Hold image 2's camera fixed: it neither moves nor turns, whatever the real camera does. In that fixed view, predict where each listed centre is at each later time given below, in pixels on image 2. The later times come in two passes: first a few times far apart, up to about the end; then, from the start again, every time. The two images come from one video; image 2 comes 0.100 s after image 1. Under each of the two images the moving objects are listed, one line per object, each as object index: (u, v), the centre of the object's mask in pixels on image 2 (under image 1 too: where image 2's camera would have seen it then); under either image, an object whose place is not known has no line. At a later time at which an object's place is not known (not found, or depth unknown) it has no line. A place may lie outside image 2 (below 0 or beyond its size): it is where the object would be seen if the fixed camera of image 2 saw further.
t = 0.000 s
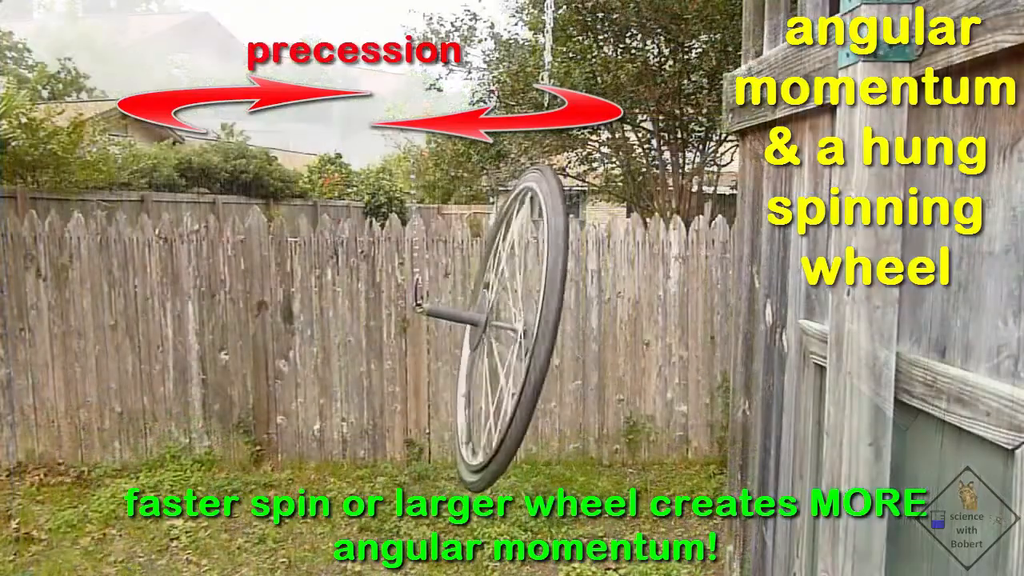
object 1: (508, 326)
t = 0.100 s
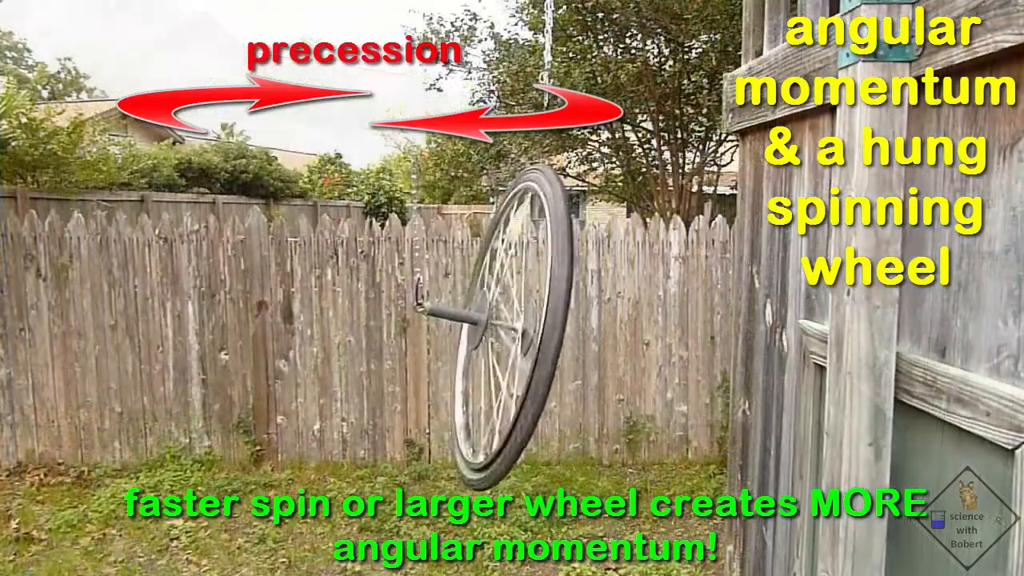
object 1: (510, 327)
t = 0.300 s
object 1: (512, 327)
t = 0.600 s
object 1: (513, 324)
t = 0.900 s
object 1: (514, 321)
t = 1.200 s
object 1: (512, 322)
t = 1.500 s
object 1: (509, 319)
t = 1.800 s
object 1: (504, 318)
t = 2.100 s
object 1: (494, 318)
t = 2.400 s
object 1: (484, 318)
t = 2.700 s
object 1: (473, 320)
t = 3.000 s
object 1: (460, 321)
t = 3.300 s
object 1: (445, 322)
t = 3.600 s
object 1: (428, 323)
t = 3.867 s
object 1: (410, 326)
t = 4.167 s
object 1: (390, 329)
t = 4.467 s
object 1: (369, 330)
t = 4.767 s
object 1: (351, 331)
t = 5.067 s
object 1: (331, 332)
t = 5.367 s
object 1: (311, 333)
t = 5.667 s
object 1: (292, 334)
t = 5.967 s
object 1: (275, 337)
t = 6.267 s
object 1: (261, 334)
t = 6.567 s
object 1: (253, 333)
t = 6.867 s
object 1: (246, 335)
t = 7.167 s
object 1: (241, 332)
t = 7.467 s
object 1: (243, 332)
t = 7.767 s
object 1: (244, 339)
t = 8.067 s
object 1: (257, 335)
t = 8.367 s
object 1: (265, 340)
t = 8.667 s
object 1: (276, 335)
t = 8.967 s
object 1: (296, 342)
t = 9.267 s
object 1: (315, 342)
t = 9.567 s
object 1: (332, 343)
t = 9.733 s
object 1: (342, 343)
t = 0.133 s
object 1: (510, 327)
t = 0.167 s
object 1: (511, 327)
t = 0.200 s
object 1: (511, 327)
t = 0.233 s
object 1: (512, 327)
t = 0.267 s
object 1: (512, 327)
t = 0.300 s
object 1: (512, 327)
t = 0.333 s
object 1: (513, 328)
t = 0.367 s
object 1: (512, 327)
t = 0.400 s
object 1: (512, 327)
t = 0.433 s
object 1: (512, 327)
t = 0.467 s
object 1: (513, 326)
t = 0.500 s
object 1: (513, 326)
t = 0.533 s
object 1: (512, 325)
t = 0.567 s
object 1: (513, 325)
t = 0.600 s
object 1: (513, 324)
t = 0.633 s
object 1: (513, 323)
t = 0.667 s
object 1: (513, 323)
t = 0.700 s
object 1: (513, 322)
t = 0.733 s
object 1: (513, 322)
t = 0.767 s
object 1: (513, 321)
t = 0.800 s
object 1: (513, 321)
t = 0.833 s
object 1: (513, 321)
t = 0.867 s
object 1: (513, 322)
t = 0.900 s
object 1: (514, 321)
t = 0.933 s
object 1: (514, 322)
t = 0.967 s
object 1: (514, 322)
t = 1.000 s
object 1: (514, 322)
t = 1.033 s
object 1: (514, 322)
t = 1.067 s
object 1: (514, 322)
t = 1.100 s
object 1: (514, 322)
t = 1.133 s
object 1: (513, 322)
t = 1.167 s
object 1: (513, 322)
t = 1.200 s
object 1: (512, 322)
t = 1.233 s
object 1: (512, 322)
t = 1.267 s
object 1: (511, 321)
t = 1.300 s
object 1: (511, 321)
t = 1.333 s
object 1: (511, 321)
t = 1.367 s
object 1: (511, 320)
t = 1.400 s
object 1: (511, 320)
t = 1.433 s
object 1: (510, 320)
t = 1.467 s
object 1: (510, 319)
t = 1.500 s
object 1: (509, 319)
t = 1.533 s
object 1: (509, 318)
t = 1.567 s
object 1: (508, 318)
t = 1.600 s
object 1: (507, 318)
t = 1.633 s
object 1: (507, 318)
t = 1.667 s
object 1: (506, 318)
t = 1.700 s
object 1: (506, 318)
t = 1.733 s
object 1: (505, 318)
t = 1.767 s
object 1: (505, 318)
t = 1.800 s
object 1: (504, 318)
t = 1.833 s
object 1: (503, 318)
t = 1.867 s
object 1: (502, 318)
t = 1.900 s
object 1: (501, 318)
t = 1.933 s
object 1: (501, 318)
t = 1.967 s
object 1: (499, 318)
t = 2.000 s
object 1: (497, 318)
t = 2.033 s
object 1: (496, 318)
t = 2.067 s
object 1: (495, 318)
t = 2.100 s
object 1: (494, 318)
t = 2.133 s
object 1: (493, 318)
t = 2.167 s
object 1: (492, 318)
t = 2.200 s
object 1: (491, 318)
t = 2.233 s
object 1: (489, 318)
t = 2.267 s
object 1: (488, 318)
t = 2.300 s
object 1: (487, 318)
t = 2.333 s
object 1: (486, 318)
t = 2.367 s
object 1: (485, 318)
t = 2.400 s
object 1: (484, 318)
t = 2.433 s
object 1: (482, 318)
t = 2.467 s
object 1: (481, 318)
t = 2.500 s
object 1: (480, 319)
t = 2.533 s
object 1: (479, 319)
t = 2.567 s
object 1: (478, 319)
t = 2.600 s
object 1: (477, 319)
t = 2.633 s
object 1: (475, 320)
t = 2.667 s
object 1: (474, 320)
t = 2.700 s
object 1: (473, 320)
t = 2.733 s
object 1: (472, 320)
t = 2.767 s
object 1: (470, 320)
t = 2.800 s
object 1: (469, 321)
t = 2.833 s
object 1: (467, 321)
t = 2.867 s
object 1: (466, 321)
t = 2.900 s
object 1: (464, 321)
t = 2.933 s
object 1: (463, 321)
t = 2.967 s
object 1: (462, 321)
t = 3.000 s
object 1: (460, 321)
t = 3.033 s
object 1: (459, 321)
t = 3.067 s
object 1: (457, 321)
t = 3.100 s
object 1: (455, 321)
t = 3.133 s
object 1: (454, 321)
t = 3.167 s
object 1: (453, 322)
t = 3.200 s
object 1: (451, 321)
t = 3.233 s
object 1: (449, 321)
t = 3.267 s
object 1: (447, 322)
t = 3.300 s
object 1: (445, 322)
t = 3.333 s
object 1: (443, 322)
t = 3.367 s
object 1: (442, 322)
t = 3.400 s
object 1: (440, 322)
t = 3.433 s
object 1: (438, 322)
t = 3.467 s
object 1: (436, 322)
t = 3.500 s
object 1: (434, 323)
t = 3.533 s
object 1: (432, 323)
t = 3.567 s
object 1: (430, 323)
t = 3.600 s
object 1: (428, 323)
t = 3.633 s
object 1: (426, 324)
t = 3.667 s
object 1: (424, 324)
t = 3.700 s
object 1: (422, 324)
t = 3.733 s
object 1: (420, 324)
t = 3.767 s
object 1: (418, 325)
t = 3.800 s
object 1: (415, 325)
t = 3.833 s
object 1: (412, 326)
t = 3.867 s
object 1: (410, 326)
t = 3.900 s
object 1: (408, 326)
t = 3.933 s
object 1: (406, 326)
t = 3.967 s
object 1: (403, 327)
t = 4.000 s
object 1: (401, 327)
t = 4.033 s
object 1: (399, 328)
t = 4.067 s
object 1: (397, 328)
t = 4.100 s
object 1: (395, 328)
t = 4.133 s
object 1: (392, 329)
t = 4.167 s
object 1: (390, 329)
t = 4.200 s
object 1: (388, 329)
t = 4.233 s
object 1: (385, 329)
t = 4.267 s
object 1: (383, 330)
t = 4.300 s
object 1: (381, 330)
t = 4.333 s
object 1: (378, 330)
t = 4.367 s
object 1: (376, 330)
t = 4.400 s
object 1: (374, 330)
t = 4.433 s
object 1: (372, 330)
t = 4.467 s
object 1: (369, 330)
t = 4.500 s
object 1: (367, 330)
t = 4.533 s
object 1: (365, 330)
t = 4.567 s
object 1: (363, 331)
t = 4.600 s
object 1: (361, 330)
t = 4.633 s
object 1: (359, 331)
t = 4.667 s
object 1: (357, 331)
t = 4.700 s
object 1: (355, 331)
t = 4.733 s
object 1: (353, 331)
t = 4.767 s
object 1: (351, 331)
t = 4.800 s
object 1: (349, 331)
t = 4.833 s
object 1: (346, 331)
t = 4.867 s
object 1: (344, 331)
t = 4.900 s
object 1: (342, 331)
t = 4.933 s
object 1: (340, 332)
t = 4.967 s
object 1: (337, 332)
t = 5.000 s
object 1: (335, 332)
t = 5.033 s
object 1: (333, 332)
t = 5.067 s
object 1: (331, 332)
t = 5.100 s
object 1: (329, 332)
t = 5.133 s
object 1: (326, 332)
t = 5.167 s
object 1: (324, 332)
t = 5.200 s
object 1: (321, 333)
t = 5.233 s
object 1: (319, 333)
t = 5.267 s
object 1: (317, 333)
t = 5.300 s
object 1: (315, 333)
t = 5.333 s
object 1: (313, 333)
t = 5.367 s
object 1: (311, 333)
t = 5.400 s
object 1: (308, 333)
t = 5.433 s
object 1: (306, 333)
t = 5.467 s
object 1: (304, 333)
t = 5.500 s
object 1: (302, 333)
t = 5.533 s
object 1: (300, 333)
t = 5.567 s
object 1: (298, 333)
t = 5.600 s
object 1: (296, 334)
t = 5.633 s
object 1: (294, 334)
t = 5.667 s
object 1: (292, 334)
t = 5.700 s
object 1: (290, 334)
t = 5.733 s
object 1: (288, 335)
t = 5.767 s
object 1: (286, 335)
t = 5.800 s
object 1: (284, 335)
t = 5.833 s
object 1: (282, 336)
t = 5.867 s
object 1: (280, 336)
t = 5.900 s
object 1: (279, 336)
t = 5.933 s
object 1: (277, 336)
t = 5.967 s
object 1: (275, 337)
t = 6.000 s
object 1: (273, 336)
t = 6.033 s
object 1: (271, 336)
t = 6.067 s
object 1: (269, 336)
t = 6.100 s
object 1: (268, 336)
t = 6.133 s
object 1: (266, 336)
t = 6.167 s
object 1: (265, 335)
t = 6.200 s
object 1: (263, 335)
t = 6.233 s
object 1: (262, 335)
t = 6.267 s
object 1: (261, 334)
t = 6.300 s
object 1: (259, 334)
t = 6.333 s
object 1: (258, 334)
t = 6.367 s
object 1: (258, 333)
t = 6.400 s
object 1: (257, 333)
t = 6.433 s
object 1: (256, 333)
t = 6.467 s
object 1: (255, 333)
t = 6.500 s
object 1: (254, 333)
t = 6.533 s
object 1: (253, 334)
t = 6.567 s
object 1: (253, 333)
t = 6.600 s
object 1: (252, 334)
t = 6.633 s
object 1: (251, 334)
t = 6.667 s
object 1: (250, 334)
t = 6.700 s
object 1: (250, 334)
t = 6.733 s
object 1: (249, 335)
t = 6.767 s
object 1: (248, 335)
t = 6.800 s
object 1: (247, 335)
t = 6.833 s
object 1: (247, 335)
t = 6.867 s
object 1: (246, 335)
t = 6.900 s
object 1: (245, 335)
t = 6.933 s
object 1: (244, 335)
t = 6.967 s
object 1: (244, 334)
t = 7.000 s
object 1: (243, 334)
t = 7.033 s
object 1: (243, 334)
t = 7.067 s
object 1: (242, 333)
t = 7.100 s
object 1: (241, 333)
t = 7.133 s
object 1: (241, 332)
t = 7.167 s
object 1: (241, 332)
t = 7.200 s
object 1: (241, 332)
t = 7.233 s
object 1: (240, 331)
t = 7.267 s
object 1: (240, 331)
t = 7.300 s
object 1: (241, 331)
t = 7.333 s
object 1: (241, 331)
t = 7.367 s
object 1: (241, 331)
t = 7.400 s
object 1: (242, 331)
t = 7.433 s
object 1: (242, 332)
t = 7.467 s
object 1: (243, 332)
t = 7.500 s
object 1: (244, 333)
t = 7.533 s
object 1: (244, 334)
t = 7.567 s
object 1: (244, 334)
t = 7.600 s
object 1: (245, 334)
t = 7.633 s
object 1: (246, 334)
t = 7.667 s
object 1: (246, 335)
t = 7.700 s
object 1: (247, 335)
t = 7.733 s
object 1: (248, 336)
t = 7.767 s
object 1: (244, 339)
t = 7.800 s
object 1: (250, 336)
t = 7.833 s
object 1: (251, 335)
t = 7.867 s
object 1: (251, 334)
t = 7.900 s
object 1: (251, 333)
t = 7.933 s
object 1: (252, 331)
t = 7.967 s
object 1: (253, 332)
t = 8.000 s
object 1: (254, 331)
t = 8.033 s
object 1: (257, 334)
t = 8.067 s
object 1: (257, 335)
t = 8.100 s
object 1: (259, 337)
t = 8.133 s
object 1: (260, 338)
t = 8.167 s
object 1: (261, 341)
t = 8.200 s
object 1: (262, 341)
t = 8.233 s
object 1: (262, 341)
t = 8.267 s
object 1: (263, 340)
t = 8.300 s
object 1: (262, 341)
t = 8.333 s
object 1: (263, 341)
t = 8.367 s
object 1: (265, 340)
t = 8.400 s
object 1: (266, 339)
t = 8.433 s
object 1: (267, 338)
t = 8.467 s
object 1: (268, 338)
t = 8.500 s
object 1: (270, 336)
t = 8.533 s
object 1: (271, 335)
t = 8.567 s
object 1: (272, 335)
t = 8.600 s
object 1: (273, 335)
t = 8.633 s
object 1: (275, 335)
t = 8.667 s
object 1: (276, 335)
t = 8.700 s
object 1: (278, 336)
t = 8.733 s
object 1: (280, 336)
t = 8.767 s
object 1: (282, 337)
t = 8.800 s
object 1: (285, 338)
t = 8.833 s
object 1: (286, 339)
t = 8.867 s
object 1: (289, 340)
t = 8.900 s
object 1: (291, 340)
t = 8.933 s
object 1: (293, 341)
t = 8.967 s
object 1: (296, 342)
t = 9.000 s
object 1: (298, 343)
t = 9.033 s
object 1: (300, 343)
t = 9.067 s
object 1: (302, 343)
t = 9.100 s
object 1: (305, 343)
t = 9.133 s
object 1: (307, 343)
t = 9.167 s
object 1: (309, 343)
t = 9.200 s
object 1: (311, 343)
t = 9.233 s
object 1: (313, 342)
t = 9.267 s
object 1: (315, 342)
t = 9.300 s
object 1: (317, 342)
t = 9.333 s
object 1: (319, 342)
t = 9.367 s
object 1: (321, 342)
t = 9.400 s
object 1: (323, 342)
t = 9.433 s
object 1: (325, 342)
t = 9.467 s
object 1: (327, 343)
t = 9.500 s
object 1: (329, 342)
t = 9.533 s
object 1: (330, 342)
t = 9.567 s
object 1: (332, 343)
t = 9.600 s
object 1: (334, 343)
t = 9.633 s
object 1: (336, 342)
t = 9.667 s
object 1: (338, 343)
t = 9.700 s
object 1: (340, 343)
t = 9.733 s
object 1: (342, 343)
